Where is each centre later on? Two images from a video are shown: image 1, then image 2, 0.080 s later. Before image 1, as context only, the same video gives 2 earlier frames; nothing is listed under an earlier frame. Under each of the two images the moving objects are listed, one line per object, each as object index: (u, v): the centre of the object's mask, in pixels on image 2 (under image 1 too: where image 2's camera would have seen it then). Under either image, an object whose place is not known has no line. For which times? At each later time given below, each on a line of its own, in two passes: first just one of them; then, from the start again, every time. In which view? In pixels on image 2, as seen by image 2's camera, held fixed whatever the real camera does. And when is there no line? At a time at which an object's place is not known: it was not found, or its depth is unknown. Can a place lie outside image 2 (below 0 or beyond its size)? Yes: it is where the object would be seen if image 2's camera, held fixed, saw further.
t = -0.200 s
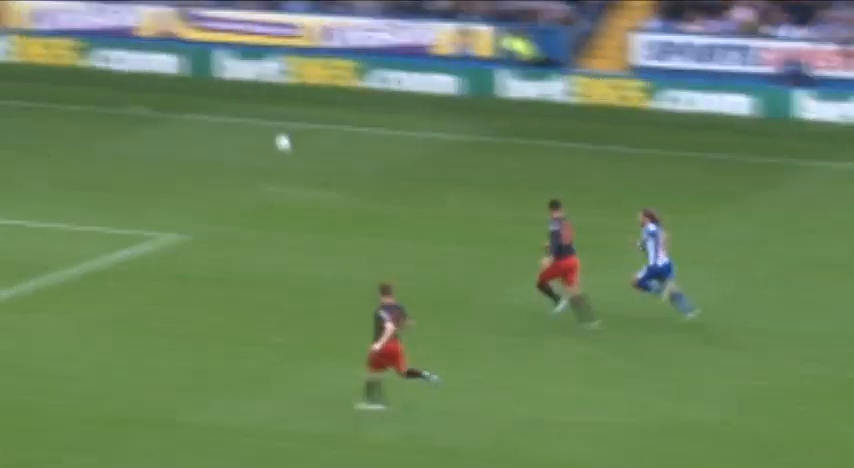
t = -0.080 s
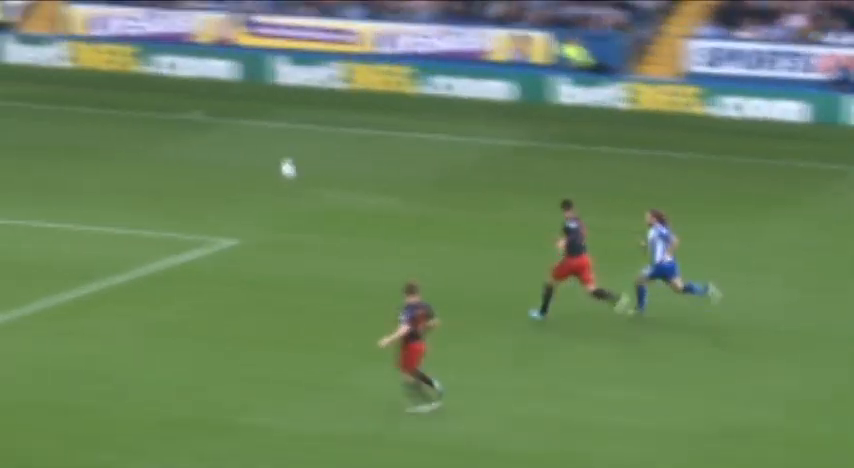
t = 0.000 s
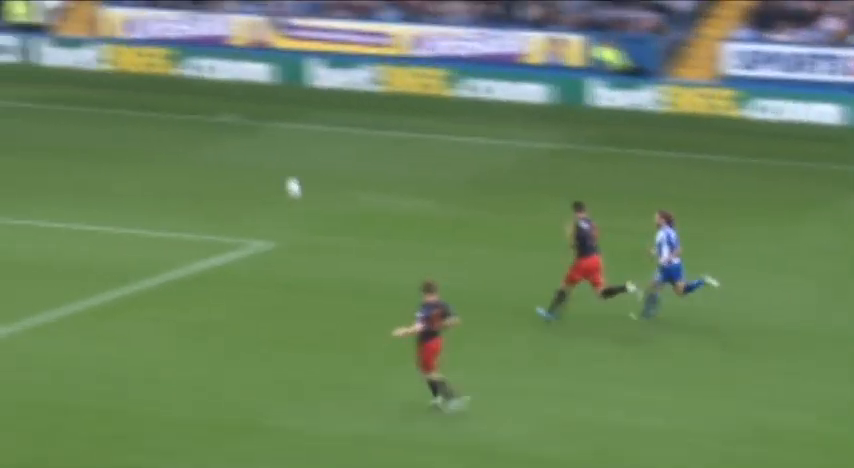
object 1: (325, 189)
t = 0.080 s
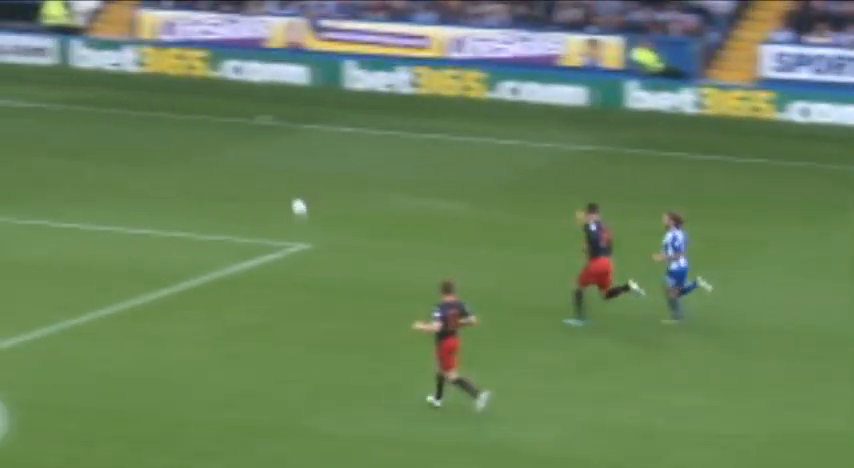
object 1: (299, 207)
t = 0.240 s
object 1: (235, 252)
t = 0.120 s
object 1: (278, 218)
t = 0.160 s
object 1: (266, 229)
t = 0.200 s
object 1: (254, 239)
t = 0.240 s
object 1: (235, 252)
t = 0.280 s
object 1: (223, 262)
